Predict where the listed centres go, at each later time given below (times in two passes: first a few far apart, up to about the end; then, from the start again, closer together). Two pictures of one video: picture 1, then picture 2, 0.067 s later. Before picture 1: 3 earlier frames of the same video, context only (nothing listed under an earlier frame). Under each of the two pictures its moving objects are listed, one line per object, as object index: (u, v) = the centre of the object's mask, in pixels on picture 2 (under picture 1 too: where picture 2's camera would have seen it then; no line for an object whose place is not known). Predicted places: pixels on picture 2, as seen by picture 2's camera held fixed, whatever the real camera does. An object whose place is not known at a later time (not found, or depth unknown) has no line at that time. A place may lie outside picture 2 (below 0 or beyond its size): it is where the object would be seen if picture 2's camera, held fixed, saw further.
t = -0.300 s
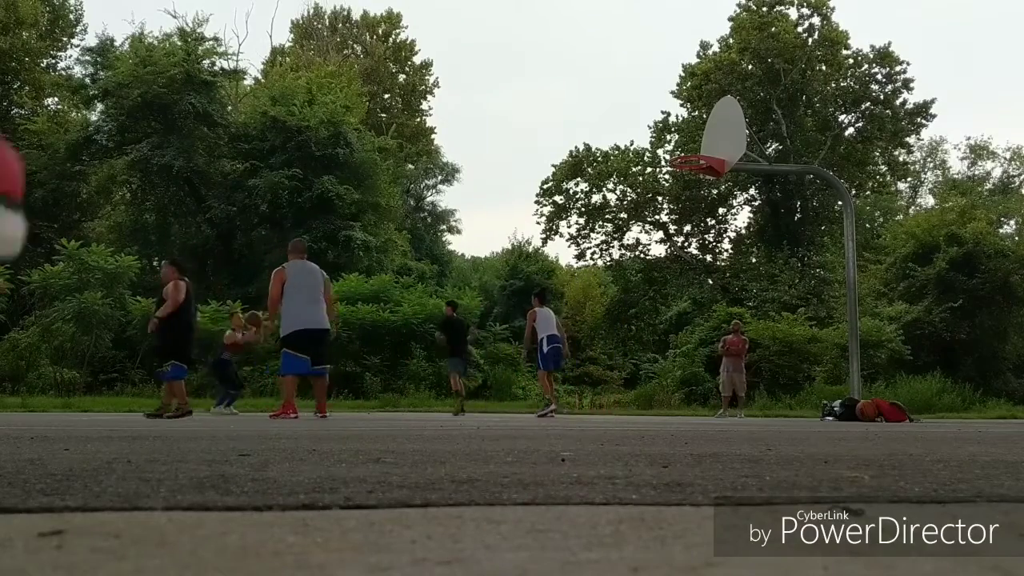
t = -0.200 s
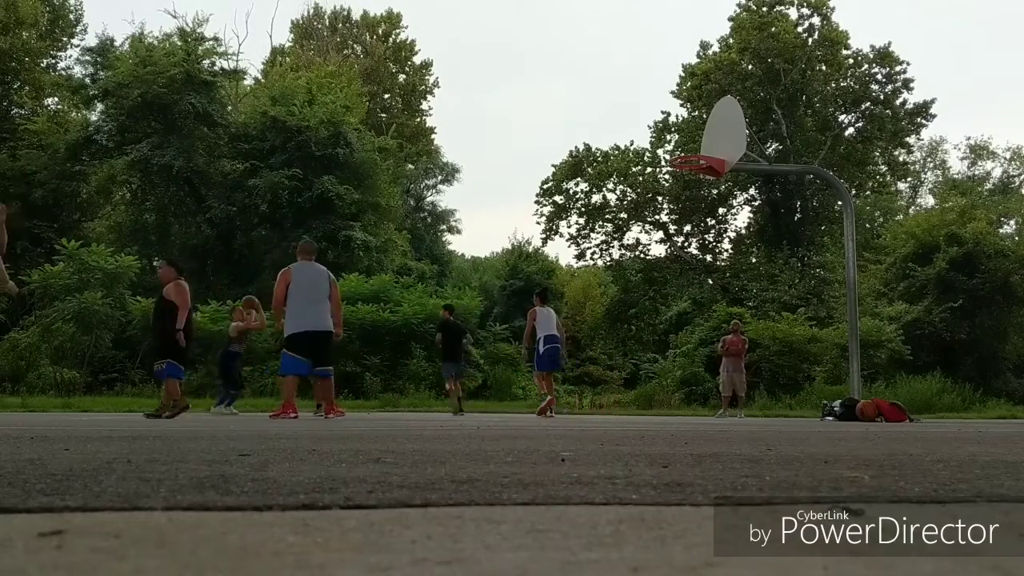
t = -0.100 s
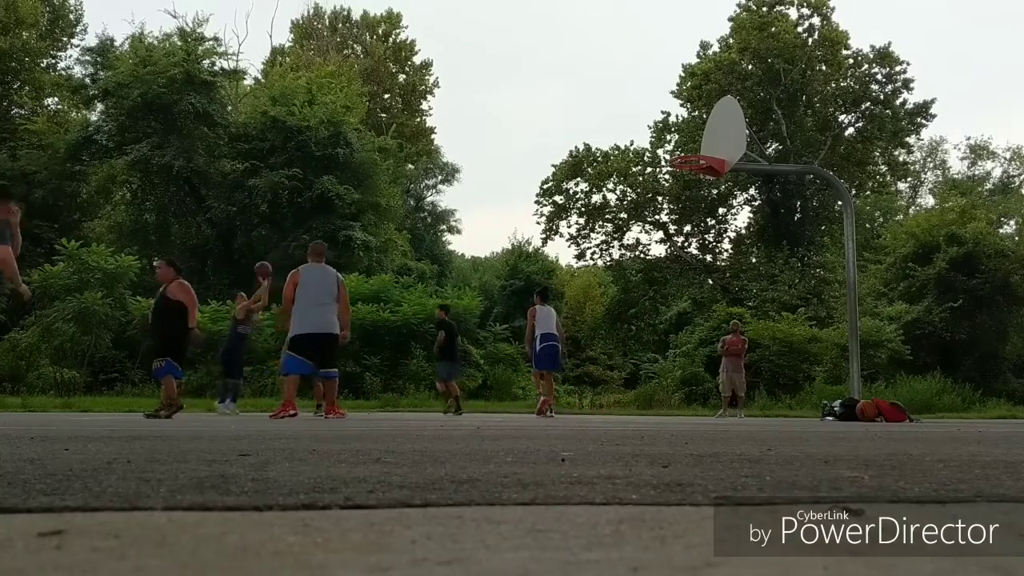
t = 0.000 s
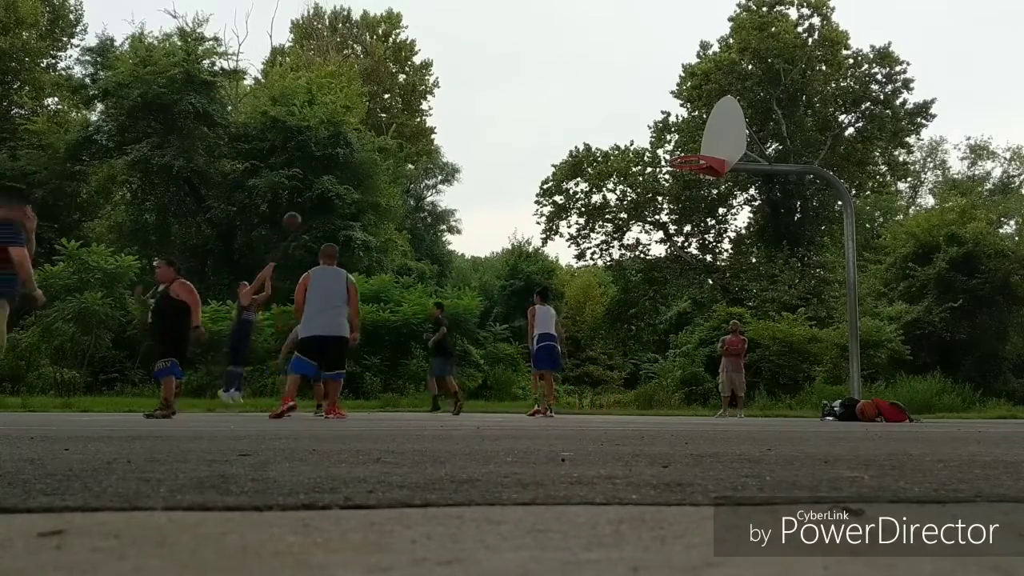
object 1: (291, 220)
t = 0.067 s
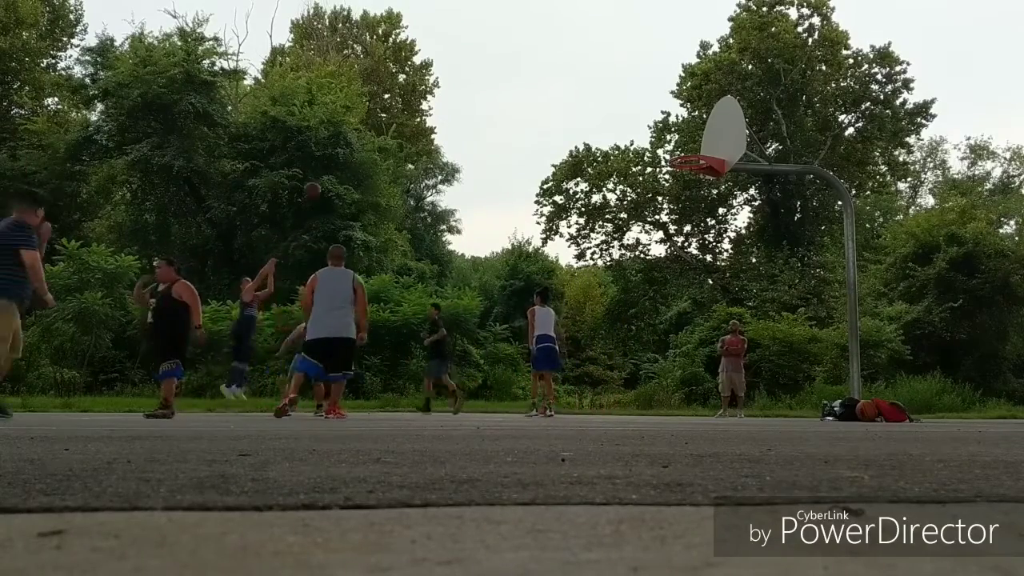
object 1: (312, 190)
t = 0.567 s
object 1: (467, 51)
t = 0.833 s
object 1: (558, 41)
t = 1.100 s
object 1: (658, 85)
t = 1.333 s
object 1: (692, 147)
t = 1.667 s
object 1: (676, 137)
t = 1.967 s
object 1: (646, 161)
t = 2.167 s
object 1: (626, 219)
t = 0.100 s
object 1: (322, 174)
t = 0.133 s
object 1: (332, 161)
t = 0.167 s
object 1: (342, 150)
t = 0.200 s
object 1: (351, 139)
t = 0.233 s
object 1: (362, 128)
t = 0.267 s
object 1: (371, 116)
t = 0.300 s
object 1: (381, 108)
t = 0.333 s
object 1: (392, 98)
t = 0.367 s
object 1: (403, 89)
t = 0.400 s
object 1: (414, 82)
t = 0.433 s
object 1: (424, 73)
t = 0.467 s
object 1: (435, 67)
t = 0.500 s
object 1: (445, 61)
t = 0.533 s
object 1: (456, 55)
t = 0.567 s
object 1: (467, 51)
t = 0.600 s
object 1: (478, 47)
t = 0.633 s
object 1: (489, 44)
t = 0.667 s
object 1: (500, 41)
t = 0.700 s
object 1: (511, 40)
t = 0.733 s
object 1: (523, 39)
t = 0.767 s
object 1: (535, 39)
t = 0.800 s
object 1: (546, 40)
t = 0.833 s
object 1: (558, 41)
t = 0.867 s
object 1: (570, 44)
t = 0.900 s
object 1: (582, 47)
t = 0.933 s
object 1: (595, 51)
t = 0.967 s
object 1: (607, 56)
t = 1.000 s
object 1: (620, 62)
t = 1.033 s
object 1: (632, 69)
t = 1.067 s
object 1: (645, 77)
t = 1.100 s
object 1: (658, 85)
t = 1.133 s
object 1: (671, 95)
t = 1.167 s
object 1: (685, 106)
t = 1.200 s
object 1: (699, 118)
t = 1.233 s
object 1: (709, 129)
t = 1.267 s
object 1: (701, 137)
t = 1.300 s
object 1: (695, 146)
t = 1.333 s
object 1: (692, 147)
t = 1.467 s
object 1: (698, 150)
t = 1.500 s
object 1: (693, 148)
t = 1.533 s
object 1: (689, 147)
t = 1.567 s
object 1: (684, 144)
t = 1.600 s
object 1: (682, 141)
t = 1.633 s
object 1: (678, 138)
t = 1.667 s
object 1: (676, 137)
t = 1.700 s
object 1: (675, 136)
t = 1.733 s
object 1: (669, 136)
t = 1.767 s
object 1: (666, 137)
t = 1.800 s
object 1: (662, 138)
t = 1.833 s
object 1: (659, 140)
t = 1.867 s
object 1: (655, 144)
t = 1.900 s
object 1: (652, 149)
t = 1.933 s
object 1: (649, 154)
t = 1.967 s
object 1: (646, 161)
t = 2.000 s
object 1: (643, 168)
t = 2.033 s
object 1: (640, 176)
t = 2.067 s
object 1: (636, 185)
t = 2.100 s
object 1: (633, 195)
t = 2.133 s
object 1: (631, 207)
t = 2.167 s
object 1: (626, 219)
